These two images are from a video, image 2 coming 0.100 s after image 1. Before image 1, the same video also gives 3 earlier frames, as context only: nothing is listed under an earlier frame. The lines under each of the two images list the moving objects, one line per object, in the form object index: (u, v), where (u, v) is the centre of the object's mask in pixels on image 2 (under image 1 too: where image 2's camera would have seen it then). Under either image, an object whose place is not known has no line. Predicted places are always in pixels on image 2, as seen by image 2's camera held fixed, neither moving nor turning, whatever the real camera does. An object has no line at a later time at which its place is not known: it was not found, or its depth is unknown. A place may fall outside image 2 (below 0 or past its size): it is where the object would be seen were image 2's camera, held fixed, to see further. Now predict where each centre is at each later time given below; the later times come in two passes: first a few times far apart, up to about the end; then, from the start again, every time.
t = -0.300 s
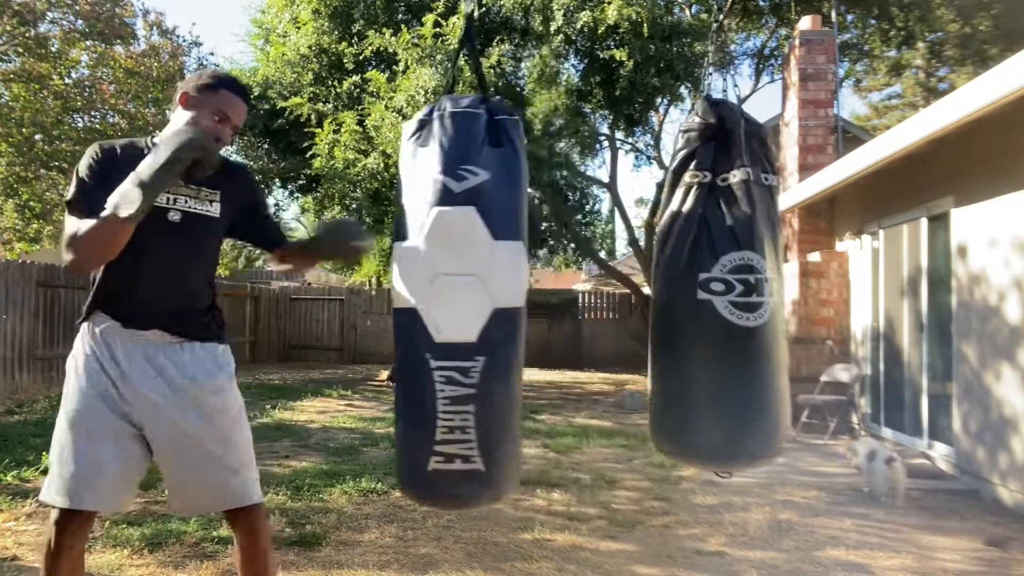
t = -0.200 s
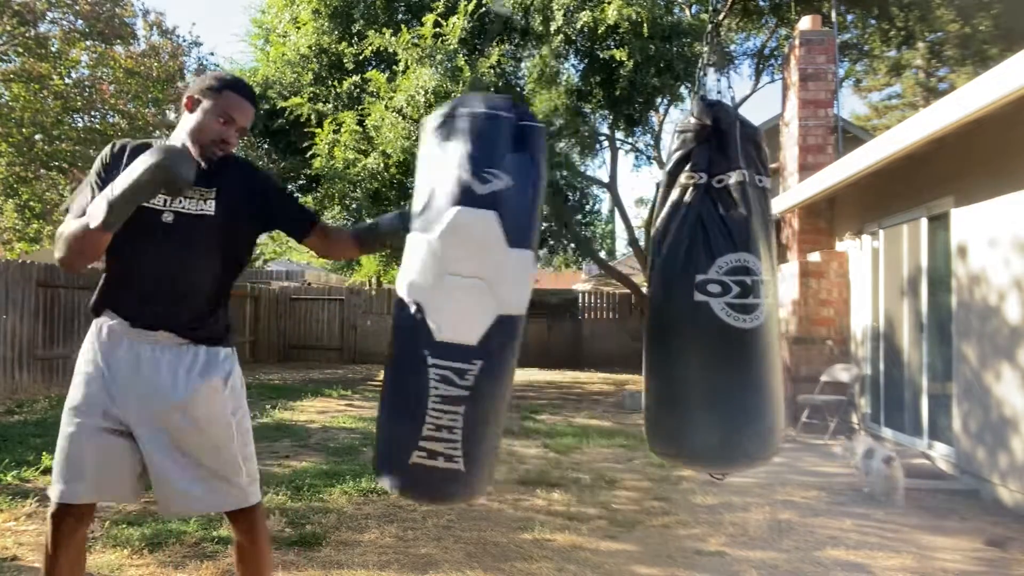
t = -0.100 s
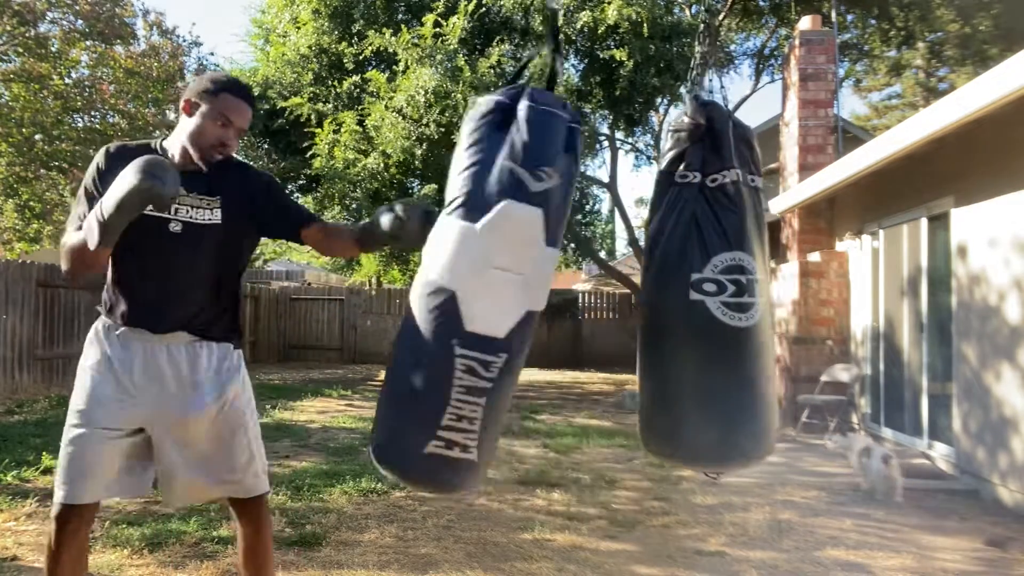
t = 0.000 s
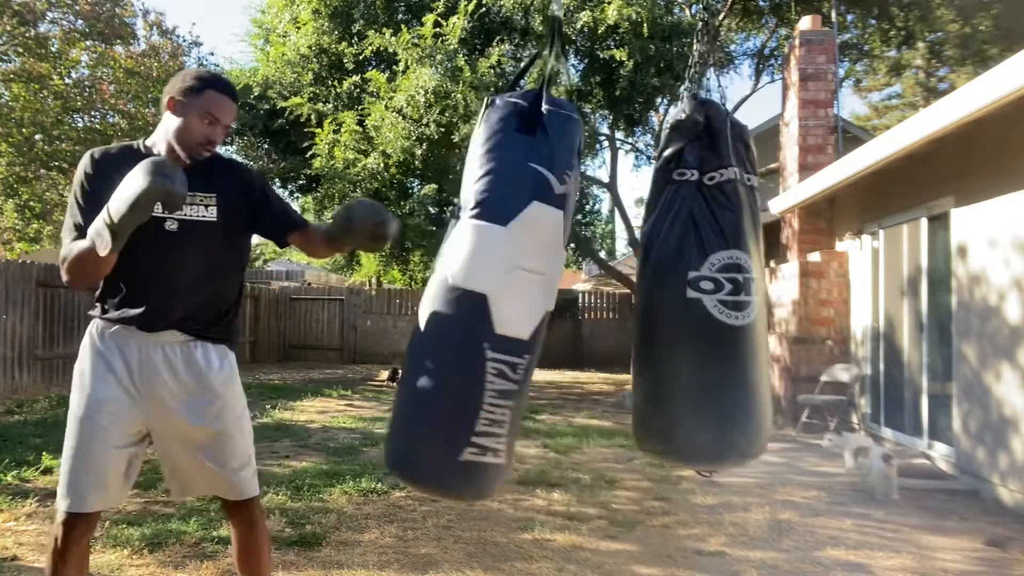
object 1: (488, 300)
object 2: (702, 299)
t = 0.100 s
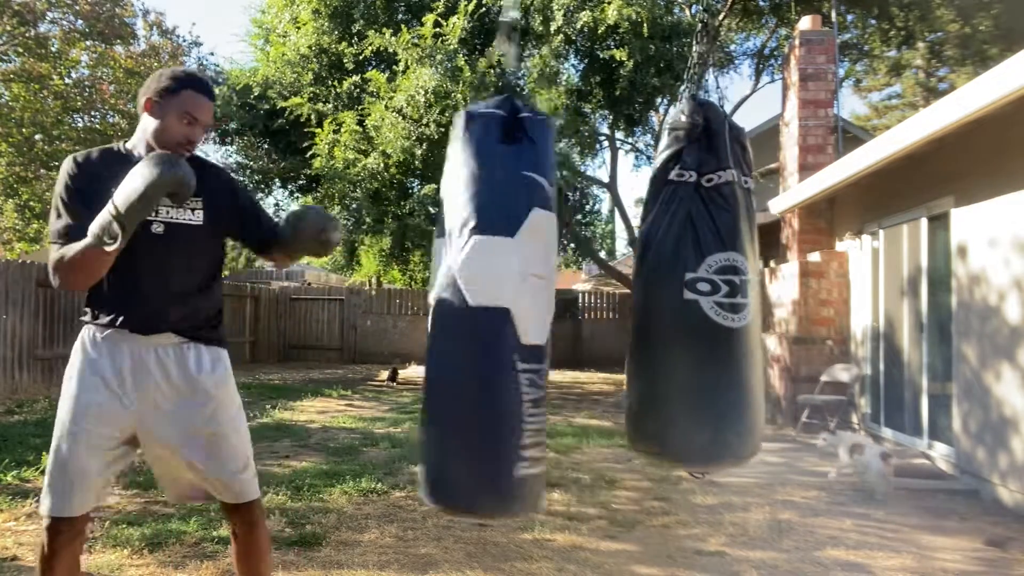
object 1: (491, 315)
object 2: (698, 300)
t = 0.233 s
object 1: (498, 293)
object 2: (690, 300)
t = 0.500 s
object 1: (549, 310)
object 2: (682, 300)
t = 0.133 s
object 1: (491, 311)
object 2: (696, 301)
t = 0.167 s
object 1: (493, 305)
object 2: (694, 301)
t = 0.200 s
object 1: (495, 299)
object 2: (692, 301)
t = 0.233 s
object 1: (498, 293)
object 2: (690, 300)
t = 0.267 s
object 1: (502, 291)
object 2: (688, 300)
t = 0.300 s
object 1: (507, 291)
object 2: (686, 300)
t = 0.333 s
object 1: (514, 292)
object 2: (685, 300)
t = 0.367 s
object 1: (521, 297)
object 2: (684, 300)
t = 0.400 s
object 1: (529, 304)
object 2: (682, 301)
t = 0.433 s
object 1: (537, 309)
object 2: (682, 301)
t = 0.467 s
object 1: (544, 312)
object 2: (681, 302)
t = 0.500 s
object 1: (549, 310)
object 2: (682, 300)
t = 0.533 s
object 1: (554, 308)
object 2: (683, 300)
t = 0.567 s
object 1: (559, 308)
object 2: (684, 299)
